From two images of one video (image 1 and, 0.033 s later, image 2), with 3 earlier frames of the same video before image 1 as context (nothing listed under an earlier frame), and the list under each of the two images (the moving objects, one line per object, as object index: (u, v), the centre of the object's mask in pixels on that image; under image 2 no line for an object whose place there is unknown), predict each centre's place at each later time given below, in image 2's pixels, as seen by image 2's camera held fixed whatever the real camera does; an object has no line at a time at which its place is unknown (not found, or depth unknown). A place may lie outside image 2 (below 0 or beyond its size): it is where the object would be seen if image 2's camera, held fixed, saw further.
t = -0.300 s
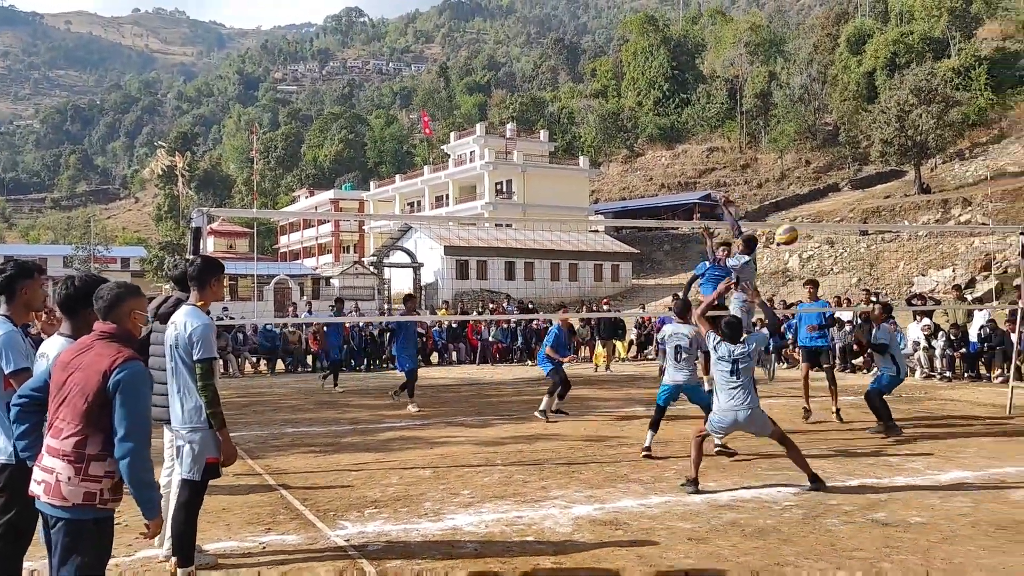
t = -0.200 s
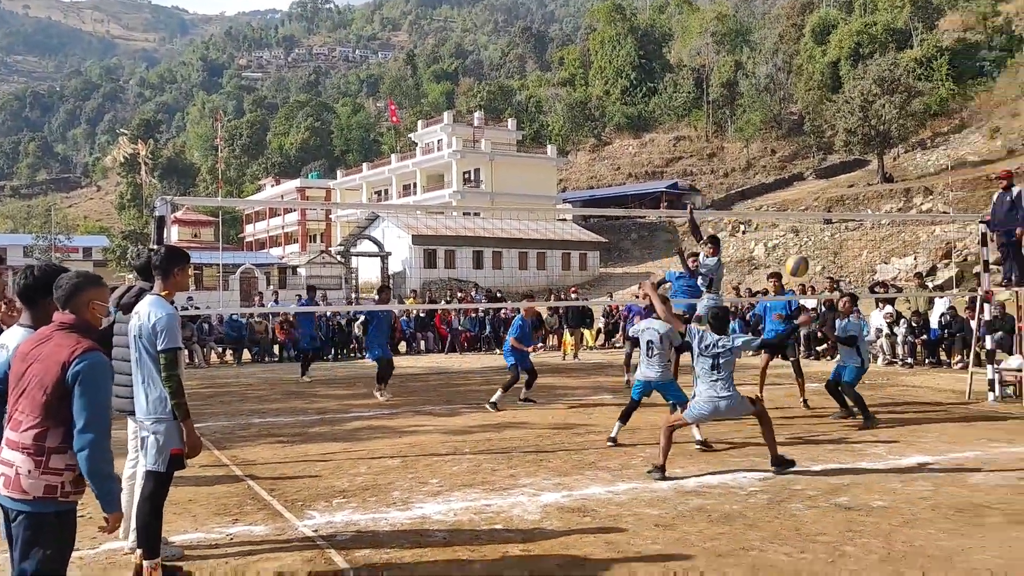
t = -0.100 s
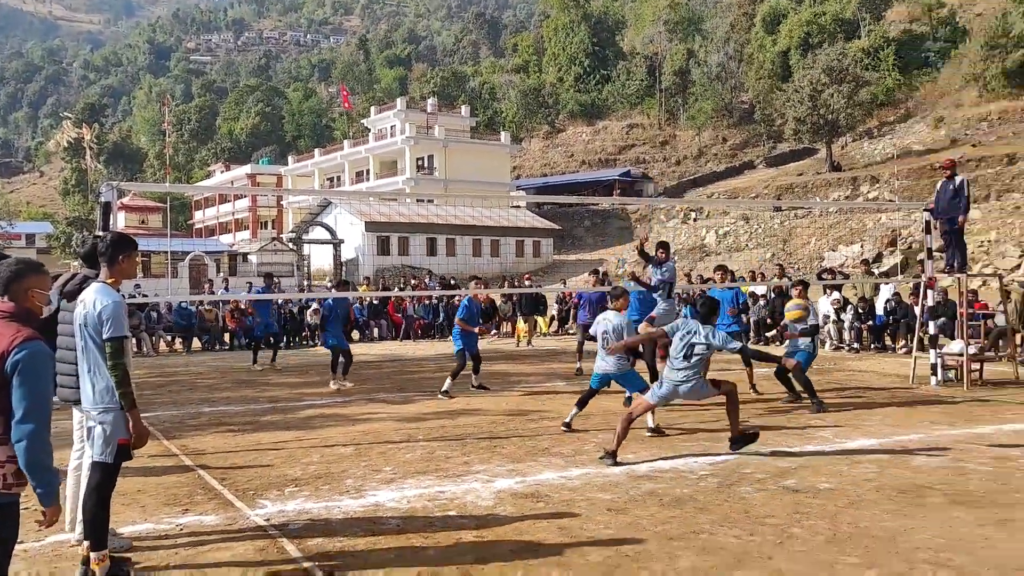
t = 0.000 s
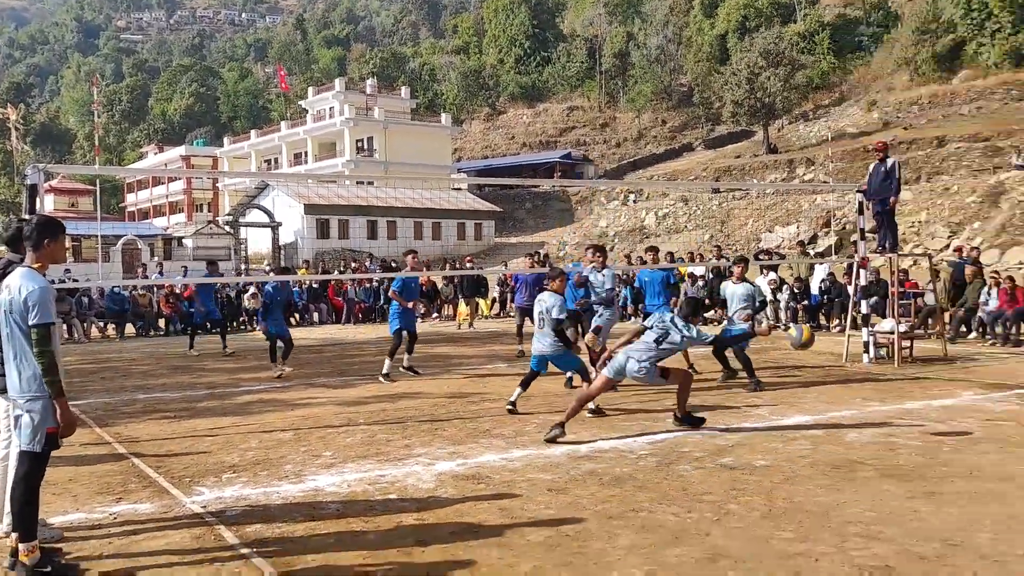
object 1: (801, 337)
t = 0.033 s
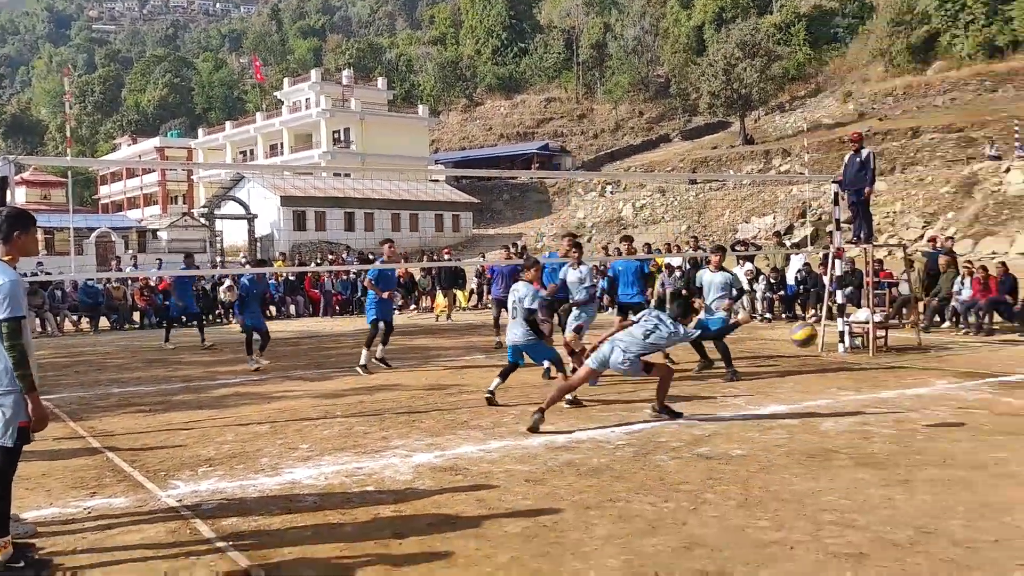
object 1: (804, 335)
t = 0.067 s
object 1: (827, 342)
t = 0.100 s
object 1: (853, 351)
